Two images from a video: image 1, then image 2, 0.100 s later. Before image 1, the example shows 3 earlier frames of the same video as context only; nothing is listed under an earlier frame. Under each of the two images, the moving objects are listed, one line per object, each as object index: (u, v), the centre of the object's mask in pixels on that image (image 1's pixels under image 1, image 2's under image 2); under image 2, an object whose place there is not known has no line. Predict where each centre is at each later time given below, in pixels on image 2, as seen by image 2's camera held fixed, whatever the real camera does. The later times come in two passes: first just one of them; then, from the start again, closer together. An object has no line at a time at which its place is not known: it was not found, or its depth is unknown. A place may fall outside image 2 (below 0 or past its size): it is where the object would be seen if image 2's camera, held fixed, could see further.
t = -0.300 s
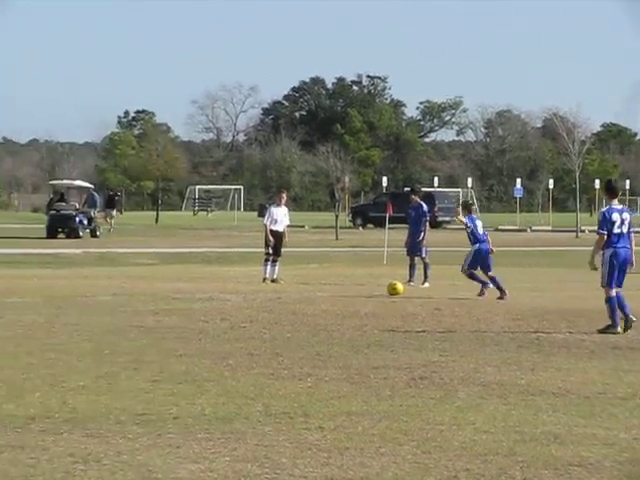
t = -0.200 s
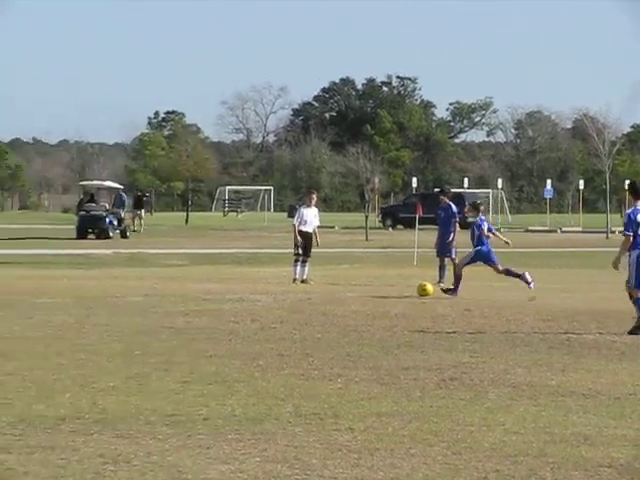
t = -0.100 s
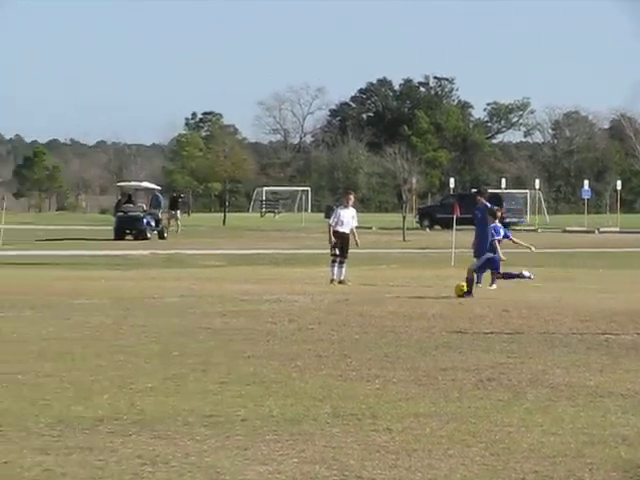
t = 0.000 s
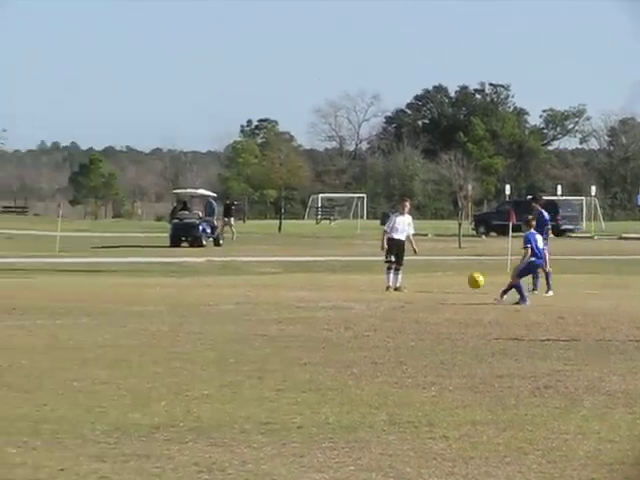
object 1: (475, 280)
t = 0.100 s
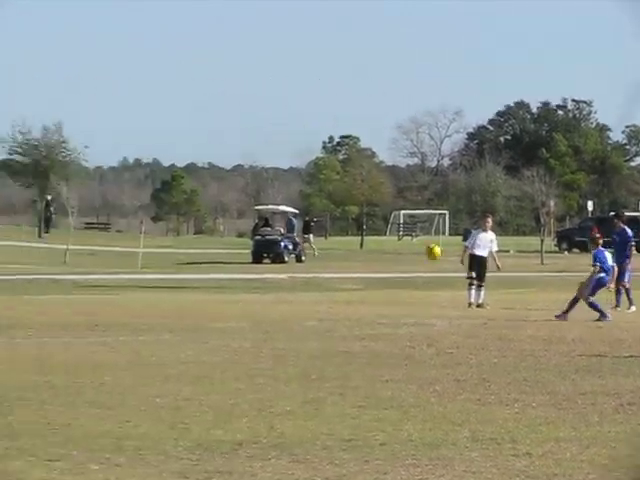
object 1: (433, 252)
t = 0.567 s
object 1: (-111, 129)
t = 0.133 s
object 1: (392, 239)
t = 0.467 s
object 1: (6, 145)
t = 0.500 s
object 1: (-32, 139)
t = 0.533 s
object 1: (-71, 134)
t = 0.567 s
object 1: (-111, 129)
